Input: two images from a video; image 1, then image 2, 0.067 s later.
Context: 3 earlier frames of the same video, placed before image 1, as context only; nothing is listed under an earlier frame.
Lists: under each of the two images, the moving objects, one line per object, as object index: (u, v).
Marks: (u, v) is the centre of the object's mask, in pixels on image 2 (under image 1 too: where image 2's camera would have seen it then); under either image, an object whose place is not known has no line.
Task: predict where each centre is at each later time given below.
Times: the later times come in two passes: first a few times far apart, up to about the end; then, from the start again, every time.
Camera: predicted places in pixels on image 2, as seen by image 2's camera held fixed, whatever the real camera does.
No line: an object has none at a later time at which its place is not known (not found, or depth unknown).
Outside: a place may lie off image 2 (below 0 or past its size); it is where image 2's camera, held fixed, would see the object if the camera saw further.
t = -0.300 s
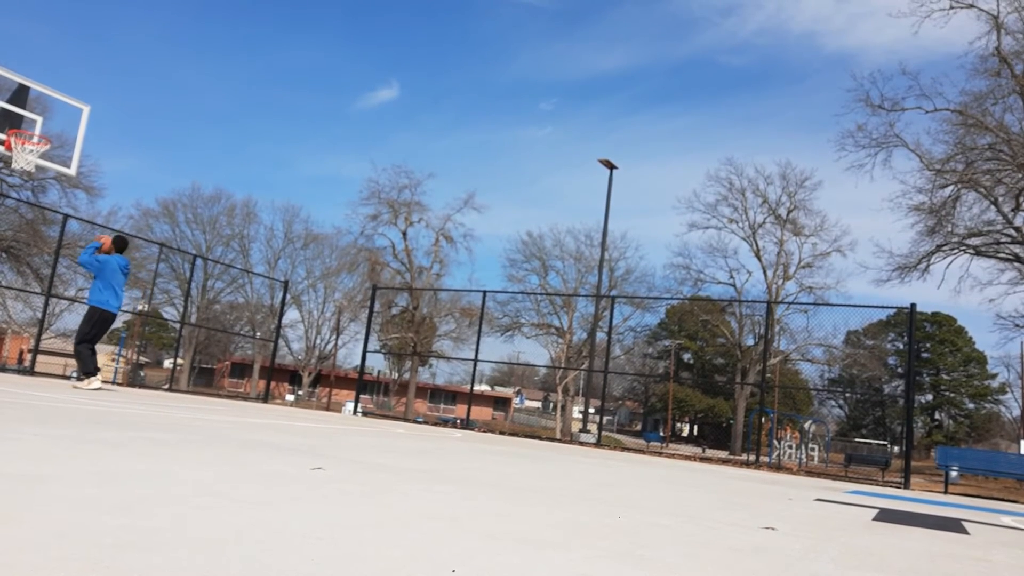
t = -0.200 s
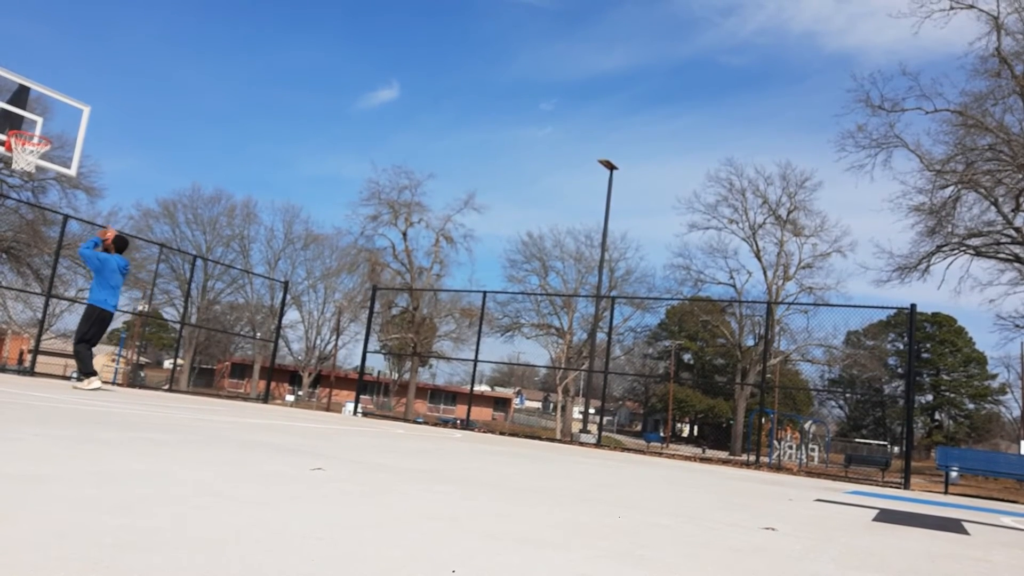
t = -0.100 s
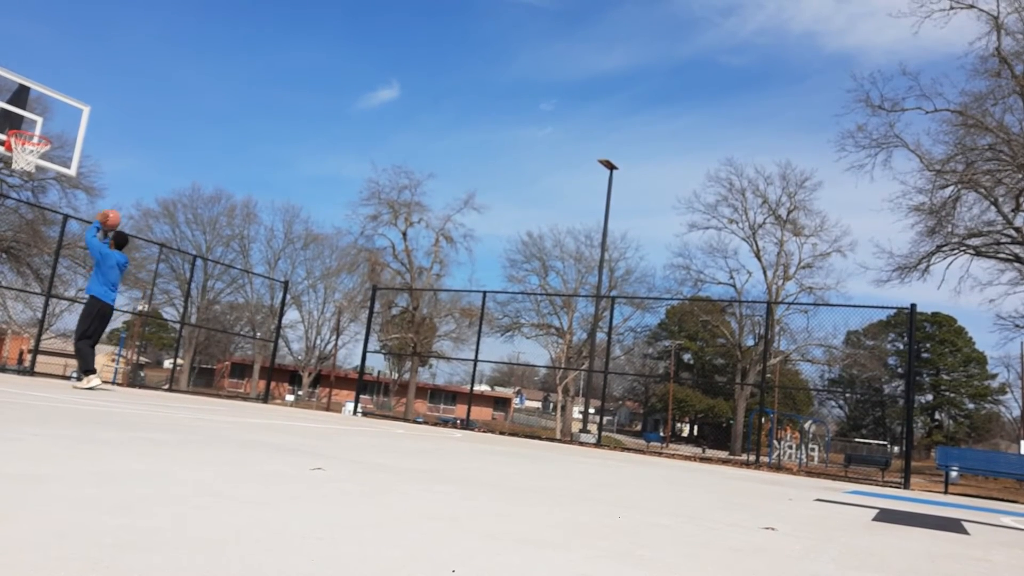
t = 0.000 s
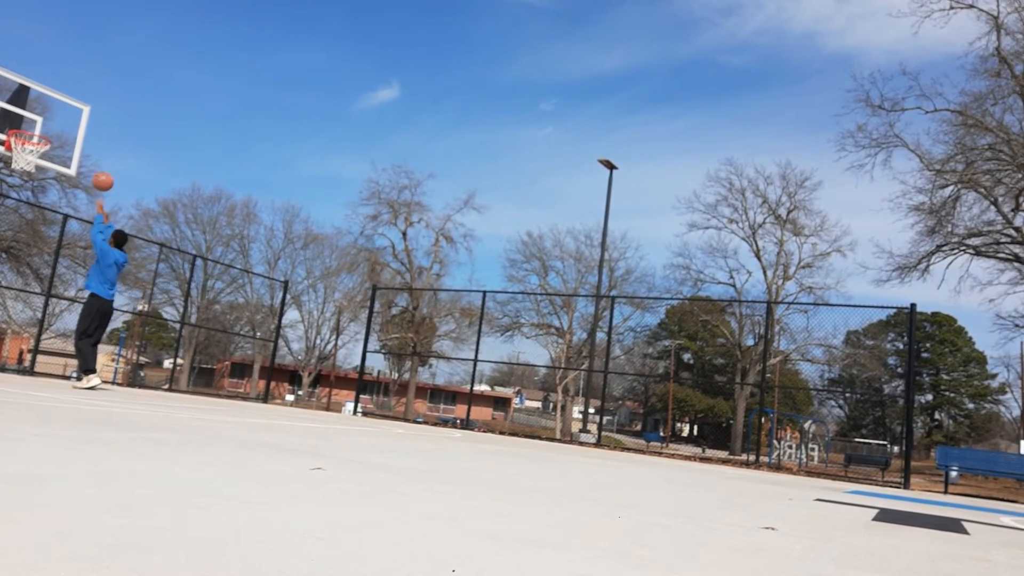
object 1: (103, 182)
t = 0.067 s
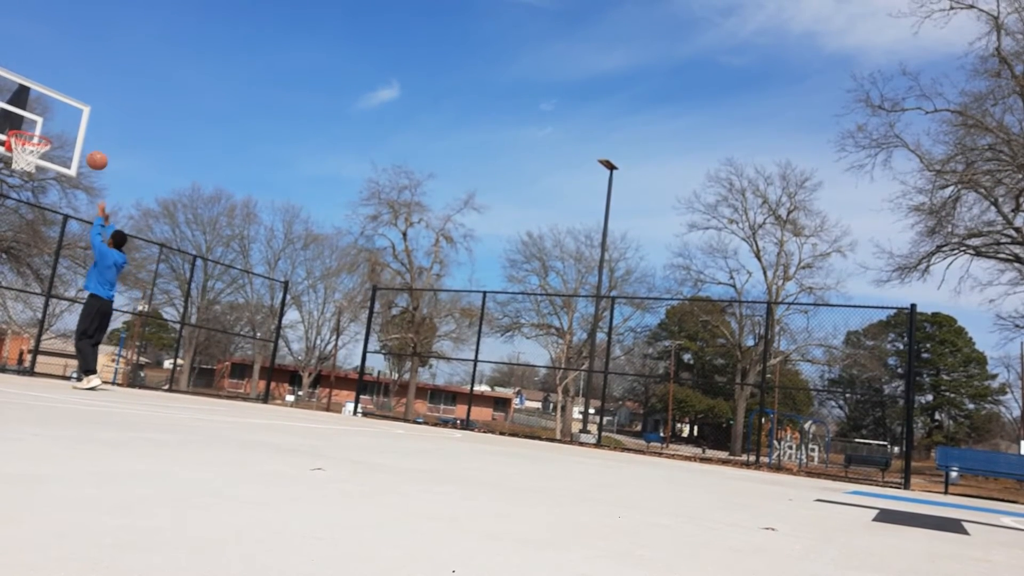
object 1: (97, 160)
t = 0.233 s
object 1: (79, 125)
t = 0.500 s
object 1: (44, 113)
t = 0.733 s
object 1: (21, 122)
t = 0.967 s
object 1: (30, 121)
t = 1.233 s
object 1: (29, 164)
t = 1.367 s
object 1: (24, 186)
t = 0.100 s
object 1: (94, 151)
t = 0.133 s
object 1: (91, 143)
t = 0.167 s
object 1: (87, 136)
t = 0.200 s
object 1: (83, 130)
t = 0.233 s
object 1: (79, 125)
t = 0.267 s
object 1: (75, 120)
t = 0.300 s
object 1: (71, 117)
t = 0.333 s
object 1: (67, 114)
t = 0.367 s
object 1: (62, 113)
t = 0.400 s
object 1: (58, 111)
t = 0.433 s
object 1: (53, 111)
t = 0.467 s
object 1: (48, 112)
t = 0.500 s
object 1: (44, 113)
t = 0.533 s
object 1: (39, 116)
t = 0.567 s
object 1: (34, 119)
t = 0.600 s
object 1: (27, 123)
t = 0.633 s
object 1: (22, 125)
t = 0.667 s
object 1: (19, 126)
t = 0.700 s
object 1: (19, 123)
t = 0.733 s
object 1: (21, 122)
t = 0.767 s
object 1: (23, 119)
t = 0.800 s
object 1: (24, 117)
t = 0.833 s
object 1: (26, 117)
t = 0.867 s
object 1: (27, 117)
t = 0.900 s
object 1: (28, 117)
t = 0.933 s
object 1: (29, 119)
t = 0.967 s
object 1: (30, 121)
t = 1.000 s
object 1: (31, 124)
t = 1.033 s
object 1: (31, 127)
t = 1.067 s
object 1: (33, 129)
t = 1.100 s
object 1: (35, 136)
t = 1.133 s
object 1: (31, 145)
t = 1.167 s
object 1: (34, 147)
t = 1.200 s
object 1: (33, 152)
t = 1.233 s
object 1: (29, 164)
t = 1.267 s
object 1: (28, 166)
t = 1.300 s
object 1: (27, 171)
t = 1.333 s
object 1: (26, 178)
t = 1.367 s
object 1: (24, 186)
